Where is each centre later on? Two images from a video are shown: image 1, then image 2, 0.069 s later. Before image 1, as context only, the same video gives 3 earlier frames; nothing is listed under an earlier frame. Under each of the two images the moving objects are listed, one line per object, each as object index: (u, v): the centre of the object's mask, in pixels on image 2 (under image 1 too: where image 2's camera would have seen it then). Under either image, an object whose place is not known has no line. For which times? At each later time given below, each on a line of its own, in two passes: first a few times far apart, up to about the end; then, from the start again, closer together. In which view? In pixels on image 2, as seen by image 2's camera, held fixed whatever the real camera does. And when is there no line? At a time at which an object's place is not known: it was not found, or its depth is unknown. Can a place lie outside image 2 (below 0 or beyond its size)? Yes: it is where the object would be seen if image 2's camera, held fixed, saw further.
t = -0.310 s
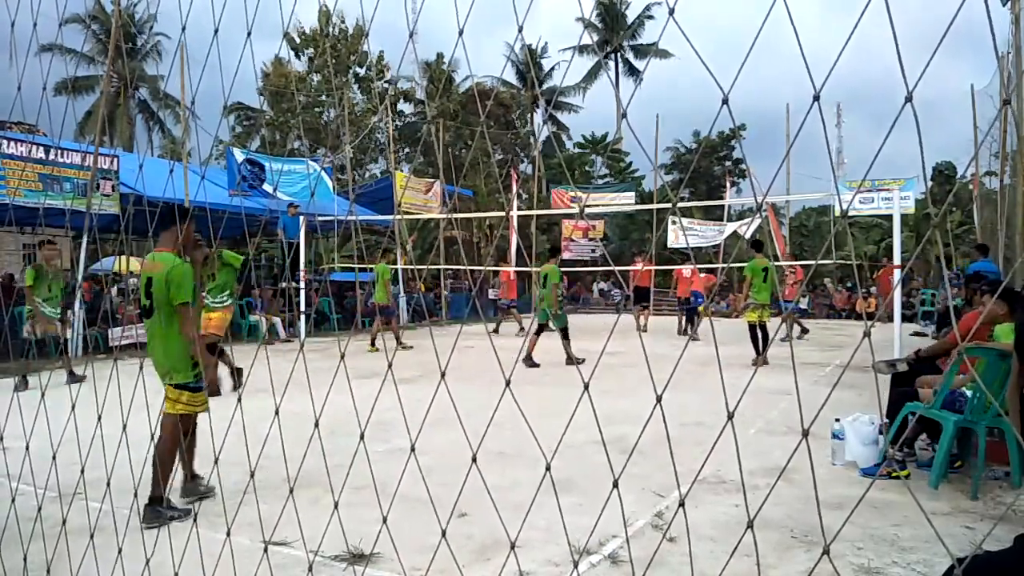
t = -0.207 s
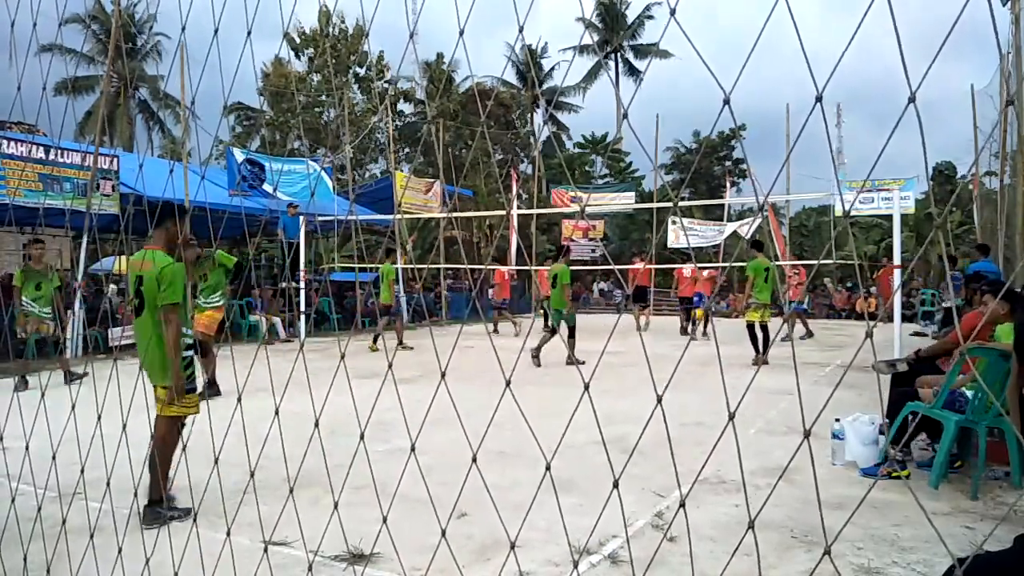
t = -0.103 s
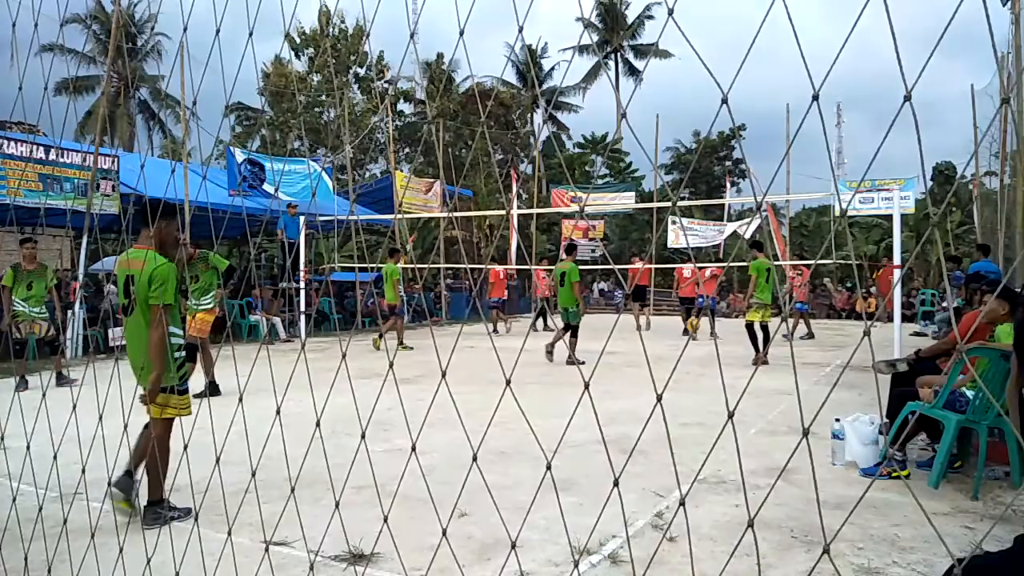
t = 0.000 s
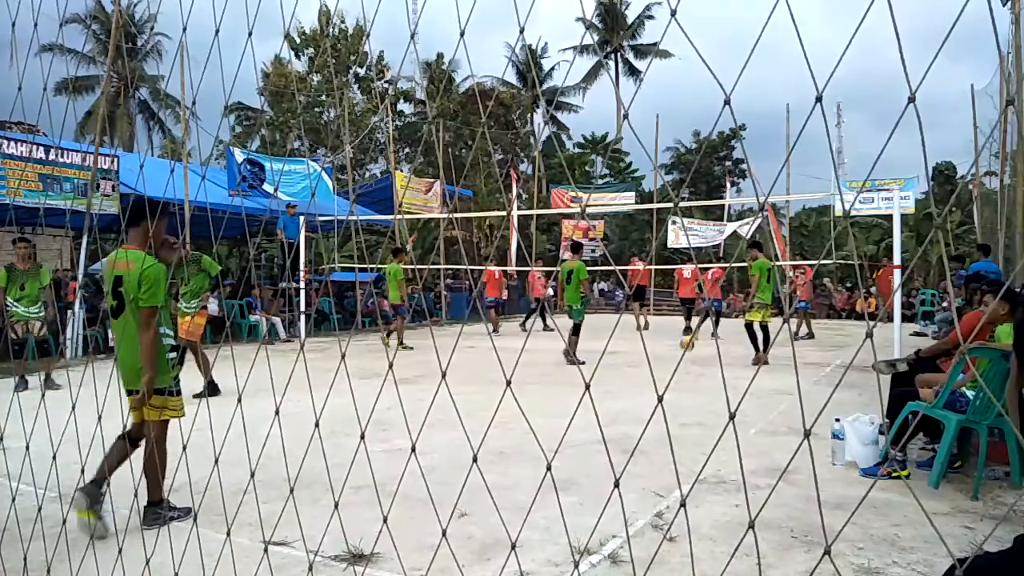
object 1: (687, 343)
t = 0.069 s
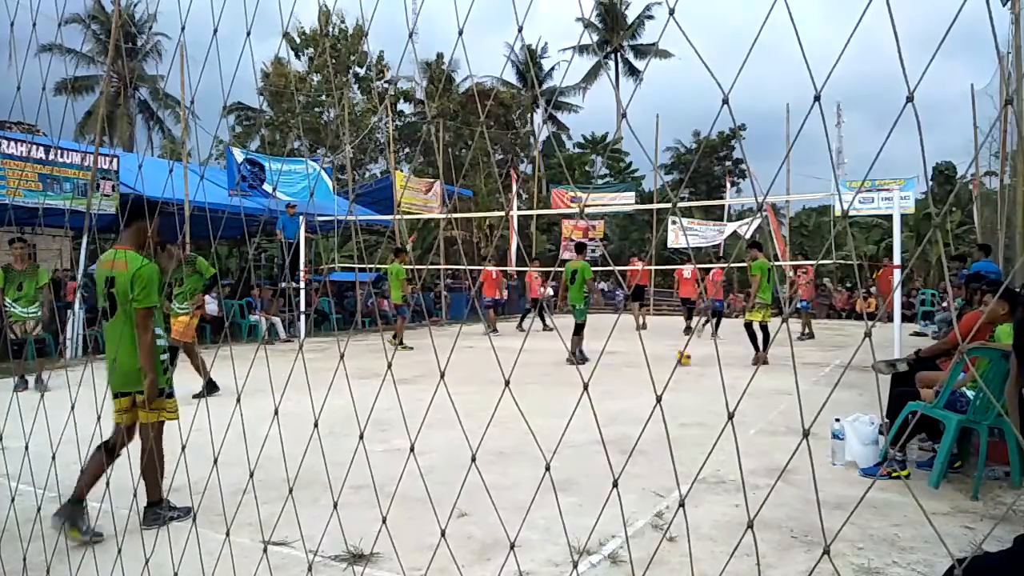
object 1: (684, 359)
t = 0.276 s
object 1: (671, 341)
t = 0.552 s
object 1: (652, 373)
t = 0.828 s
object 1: (623, 373)
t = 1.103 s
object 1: (584, 422)
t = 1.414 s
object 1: (518, 463)
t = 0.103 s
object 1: (681, 353)
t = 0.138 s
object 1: (679, 349)
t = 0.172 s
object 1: (677, 346)
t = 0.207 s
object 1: (675, 343)
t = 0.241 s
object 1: (672, 341)
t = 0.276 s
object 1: (671, 341)
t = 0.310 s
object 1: (668, 341)
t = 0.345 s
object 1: (666, 341)
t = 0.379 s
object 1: (664, 343)
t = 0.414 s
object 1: (662, 347)
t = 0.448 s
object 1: (660, 351)
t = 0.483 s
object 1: (657, 357)
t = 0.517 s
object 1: (656, 364)
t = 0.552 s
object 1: (652, 373)
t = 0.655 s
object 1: (643, 378)
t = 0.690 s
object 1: (639, 374)
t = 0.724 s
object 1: (635, 372)
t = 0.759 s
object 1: (632, 371)
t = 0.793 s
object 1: (628, 371)
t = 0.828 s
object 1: (623, 373)
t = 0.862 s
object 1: (619, 375)
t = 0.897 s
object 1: (615, 380)
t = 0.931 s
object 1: (610, 385)
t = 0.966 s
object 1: (605, 393)
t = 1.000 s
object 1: (601, 403)
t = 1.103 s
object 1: (584, 422)
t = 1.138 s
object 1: (579, 420)
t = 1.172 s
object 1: (572, 417)
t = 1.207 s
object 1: (565, 418)
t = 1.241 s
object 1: (558, 420)
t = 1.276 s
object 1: (552, 424)
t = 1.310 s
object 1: (544, 429)
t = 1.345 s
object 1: (535, 438)
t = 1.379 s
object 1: (527, 448)
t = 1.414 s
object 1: (518, 463)
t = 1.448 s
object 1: (508, 479)
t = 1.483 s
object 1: (498, 489)
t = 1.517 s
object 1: (487, 485)
